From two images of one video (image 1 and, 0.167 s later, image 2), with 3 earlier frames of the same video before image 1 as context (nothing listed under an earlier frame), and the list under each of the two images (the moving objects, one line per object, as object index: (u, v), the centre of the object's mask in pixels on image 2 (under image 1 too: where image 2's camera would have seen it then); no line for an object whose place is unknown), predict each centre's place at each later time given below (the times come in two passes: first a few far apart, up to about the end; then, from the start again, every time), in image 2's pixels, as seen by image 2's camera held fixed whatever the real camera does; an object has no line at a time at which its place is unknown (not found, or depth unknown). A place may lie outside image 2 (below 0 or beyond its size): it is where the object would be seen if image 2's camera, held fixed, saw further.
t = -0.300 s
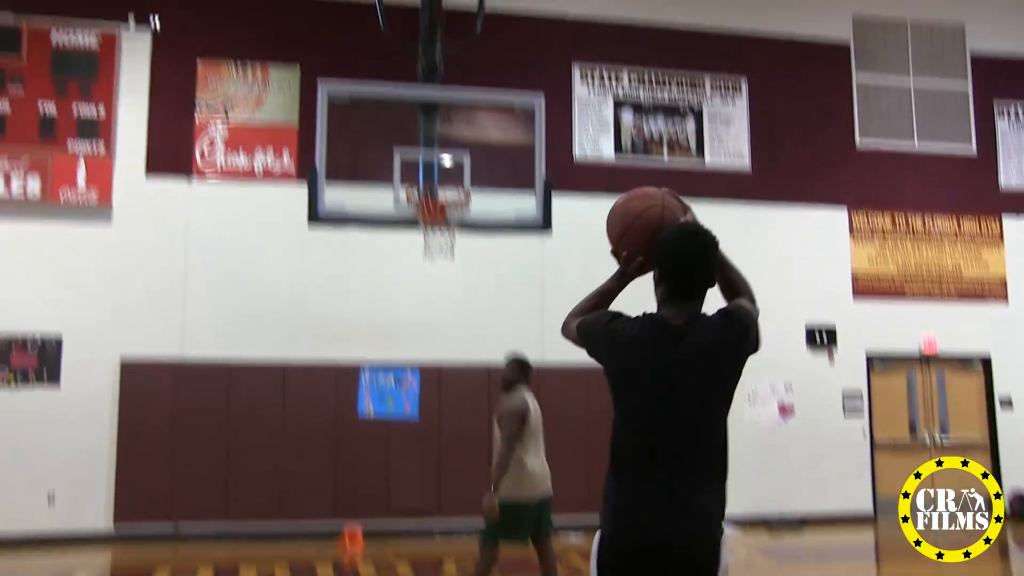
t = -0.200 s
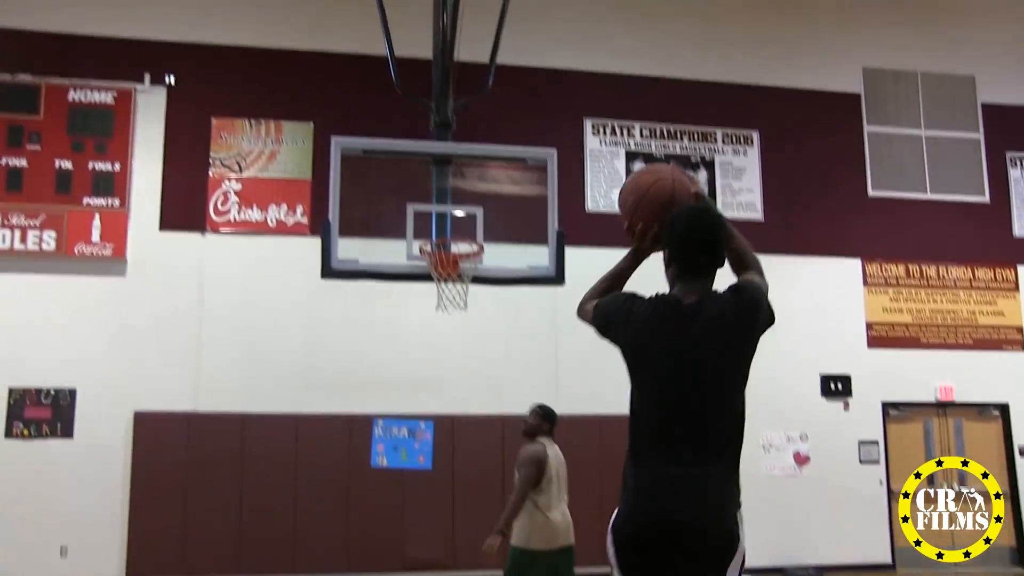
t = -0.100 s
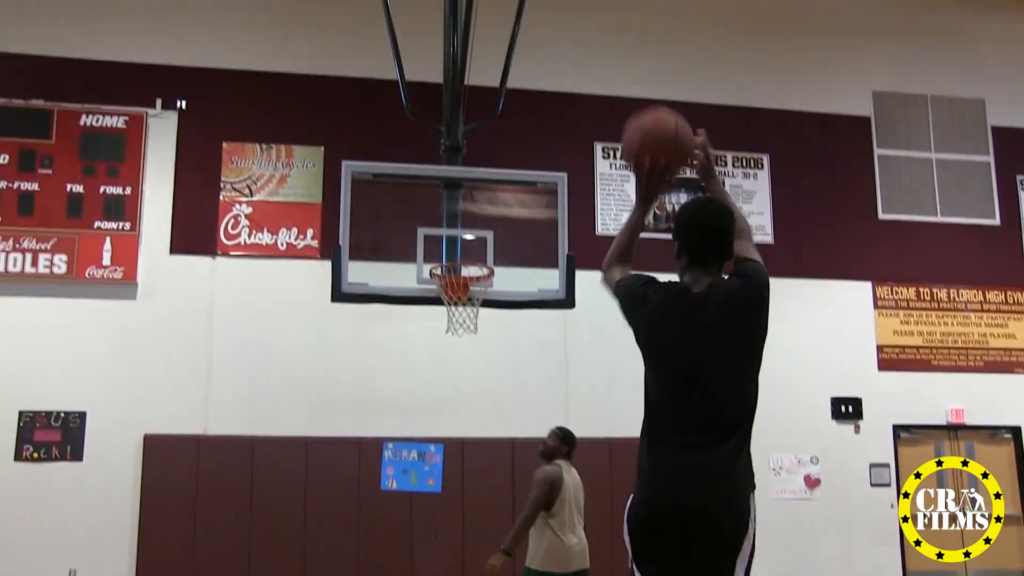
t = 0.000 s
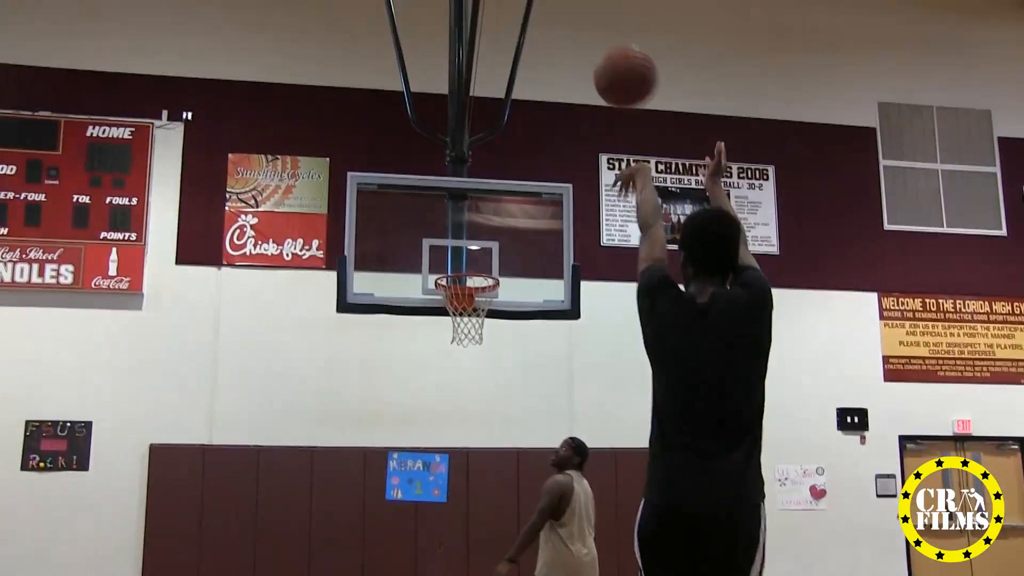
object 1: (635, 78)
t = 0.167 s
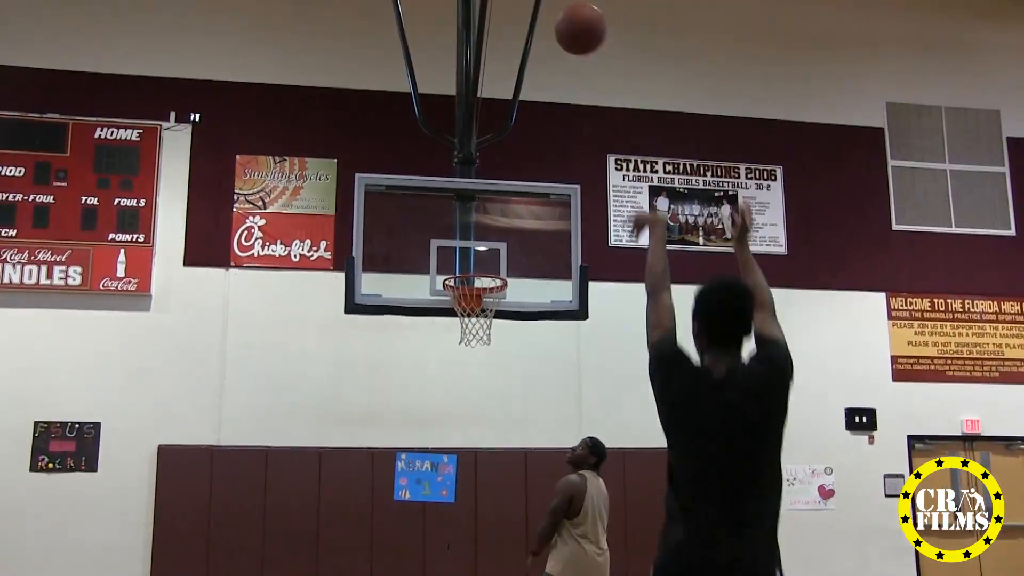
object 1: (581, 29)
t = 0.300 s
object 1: (549, 36)
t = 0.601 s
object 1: (504, 137)
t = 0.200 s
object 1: (572, 28)
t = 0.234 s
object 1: (564, 29)
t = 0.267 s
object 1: (557, 32)
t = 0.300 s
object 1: (549, 36)
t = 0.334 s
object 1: (543, 42)
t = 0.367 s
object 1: (537, 50)
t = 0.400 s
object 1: (532, 58)
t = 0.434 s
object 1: (526, 69)
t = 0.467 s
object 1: (521, 80)
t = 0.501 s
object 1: (516, 94)
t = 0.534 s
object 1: (512, 107)
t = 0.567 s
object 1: (508, 122)
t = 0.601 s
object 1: (504, 137)
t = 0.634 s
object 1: (500, 152)
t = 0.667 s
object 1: (497, 168)
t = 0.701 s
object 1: (496, 184)
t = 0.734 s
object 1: (491, 204)
